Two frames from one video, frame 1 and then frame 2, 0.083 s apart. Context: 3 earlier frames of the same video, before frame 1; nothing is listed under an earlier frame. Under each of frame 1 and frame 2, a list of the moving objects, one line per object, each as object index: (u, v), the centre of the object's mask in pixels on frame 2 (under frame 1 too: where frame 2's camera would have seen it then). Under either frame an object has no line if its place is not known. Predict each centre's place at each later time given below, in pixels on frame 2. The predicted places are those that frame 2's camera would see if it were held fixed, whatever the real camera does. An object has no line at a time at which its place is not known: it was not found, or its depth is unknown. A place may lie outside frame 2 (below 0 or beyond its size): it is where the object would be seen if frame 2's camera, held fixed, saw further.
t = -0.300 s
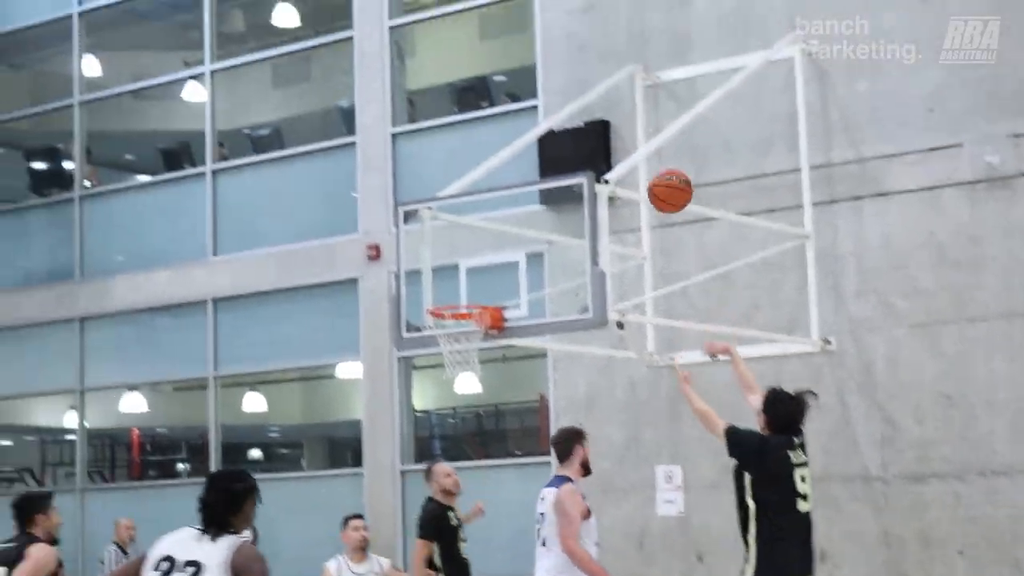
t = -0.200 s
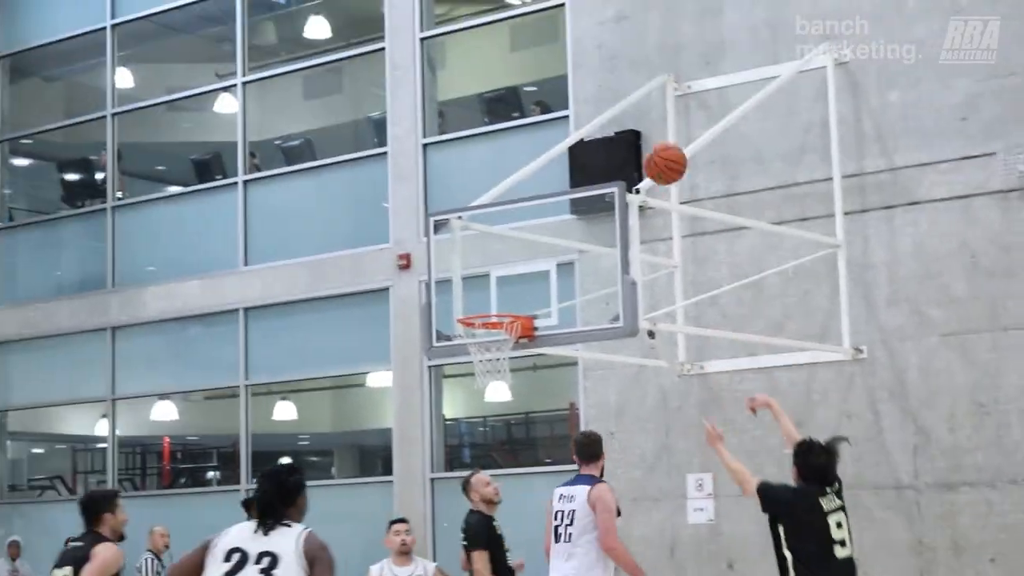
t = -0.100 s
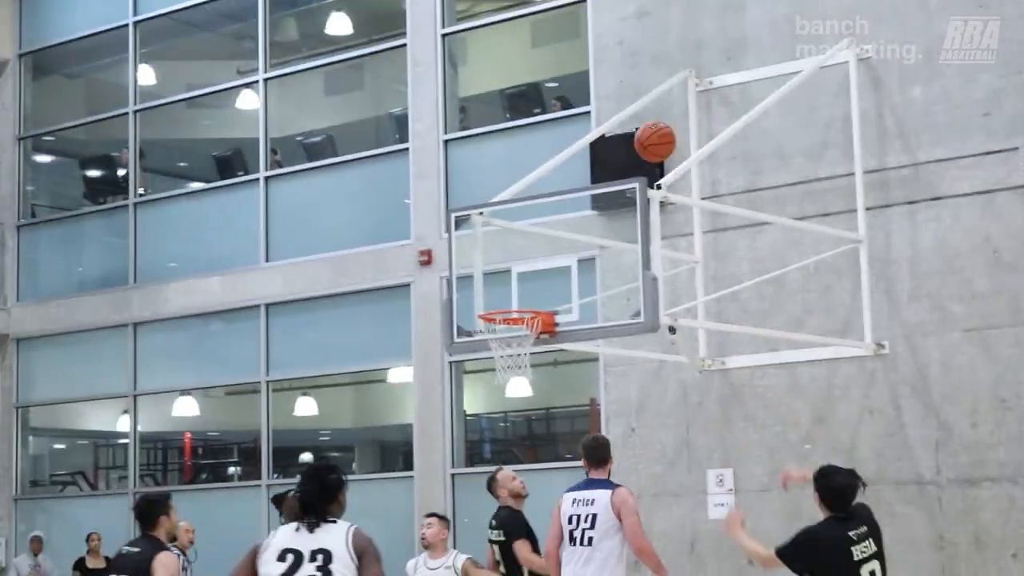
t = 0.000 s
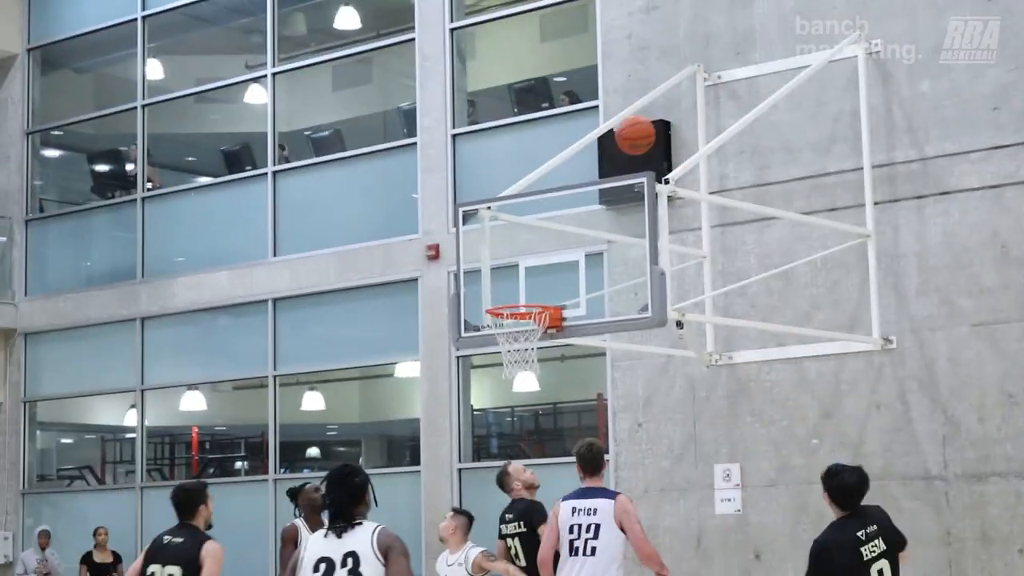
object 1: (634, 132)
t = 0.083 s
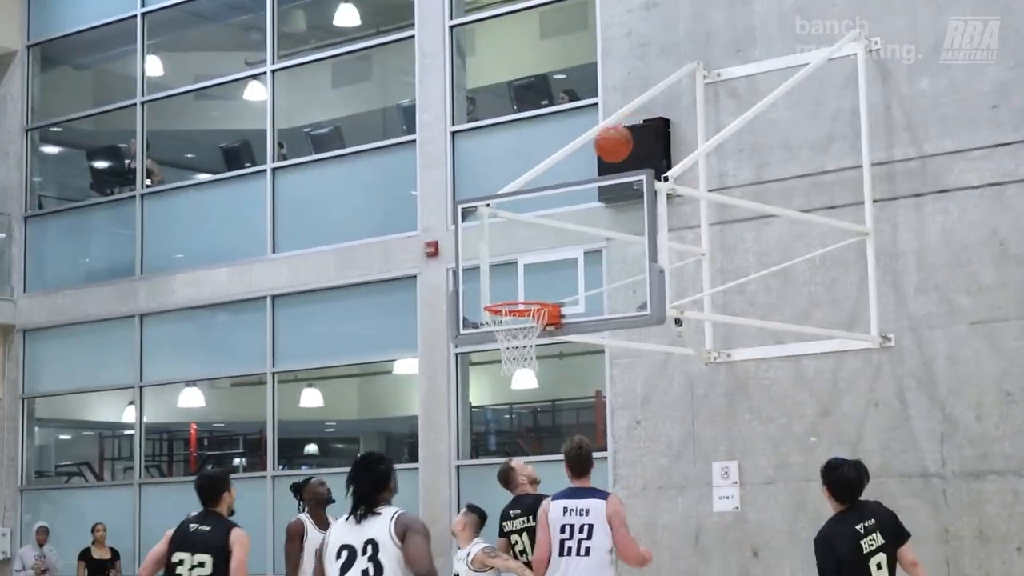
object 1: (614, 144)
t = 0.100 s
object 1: (610, 147)
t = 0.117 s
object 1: (606, 151)
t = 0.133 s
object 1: (602, 155)
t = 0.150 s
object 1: (598, 160)
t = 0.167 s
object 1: (595, 166)
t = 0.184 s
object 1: (591, 171)
